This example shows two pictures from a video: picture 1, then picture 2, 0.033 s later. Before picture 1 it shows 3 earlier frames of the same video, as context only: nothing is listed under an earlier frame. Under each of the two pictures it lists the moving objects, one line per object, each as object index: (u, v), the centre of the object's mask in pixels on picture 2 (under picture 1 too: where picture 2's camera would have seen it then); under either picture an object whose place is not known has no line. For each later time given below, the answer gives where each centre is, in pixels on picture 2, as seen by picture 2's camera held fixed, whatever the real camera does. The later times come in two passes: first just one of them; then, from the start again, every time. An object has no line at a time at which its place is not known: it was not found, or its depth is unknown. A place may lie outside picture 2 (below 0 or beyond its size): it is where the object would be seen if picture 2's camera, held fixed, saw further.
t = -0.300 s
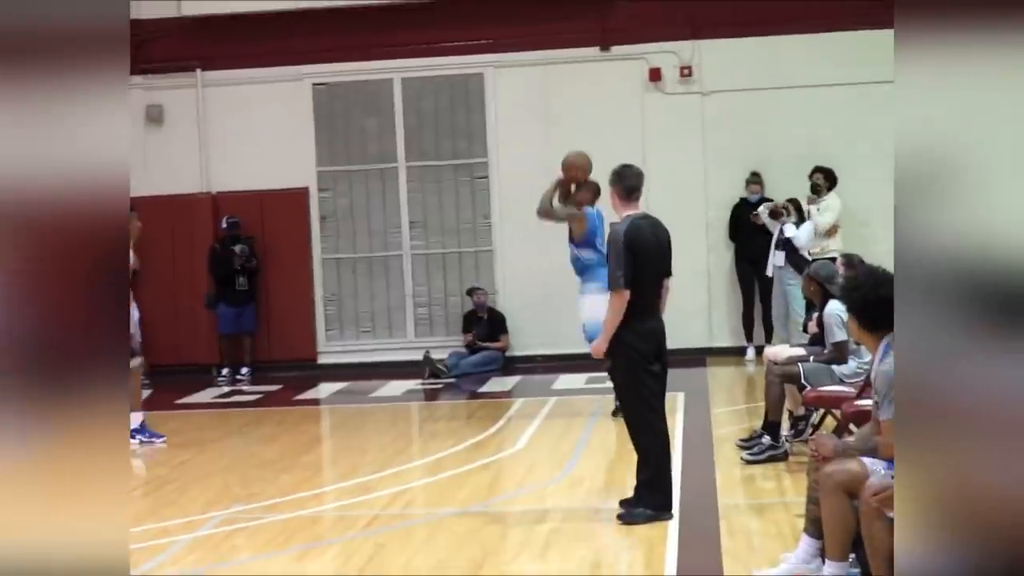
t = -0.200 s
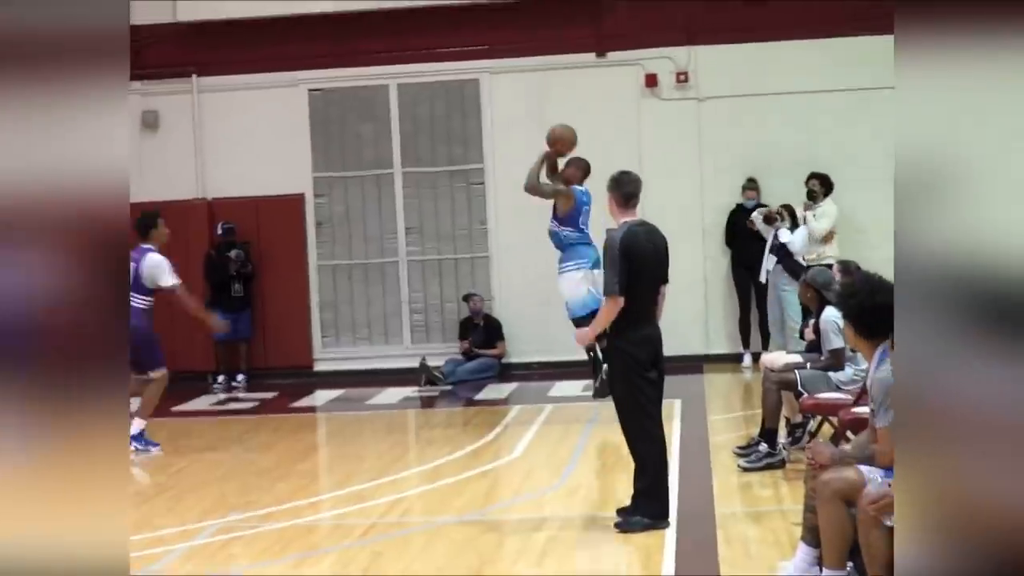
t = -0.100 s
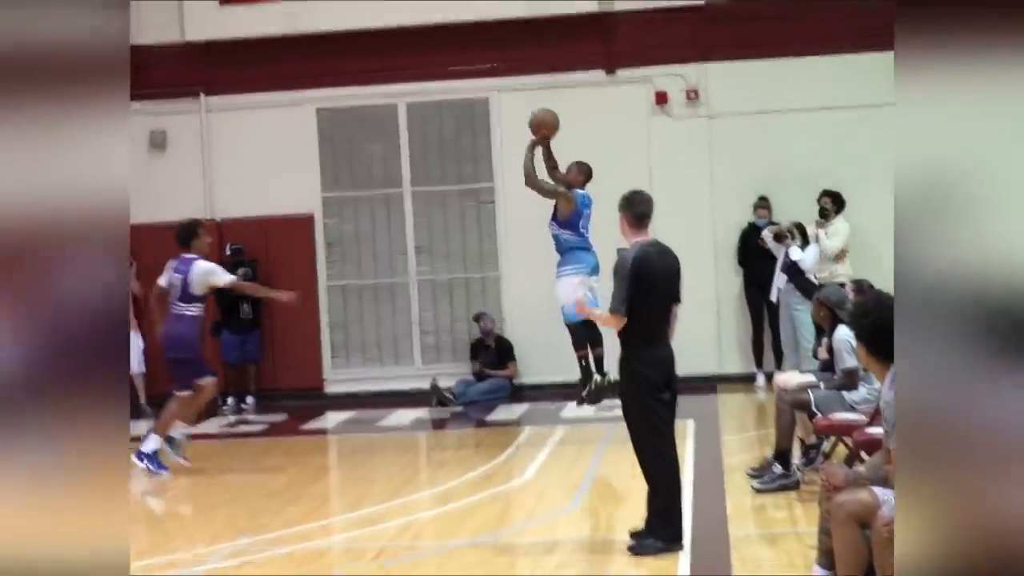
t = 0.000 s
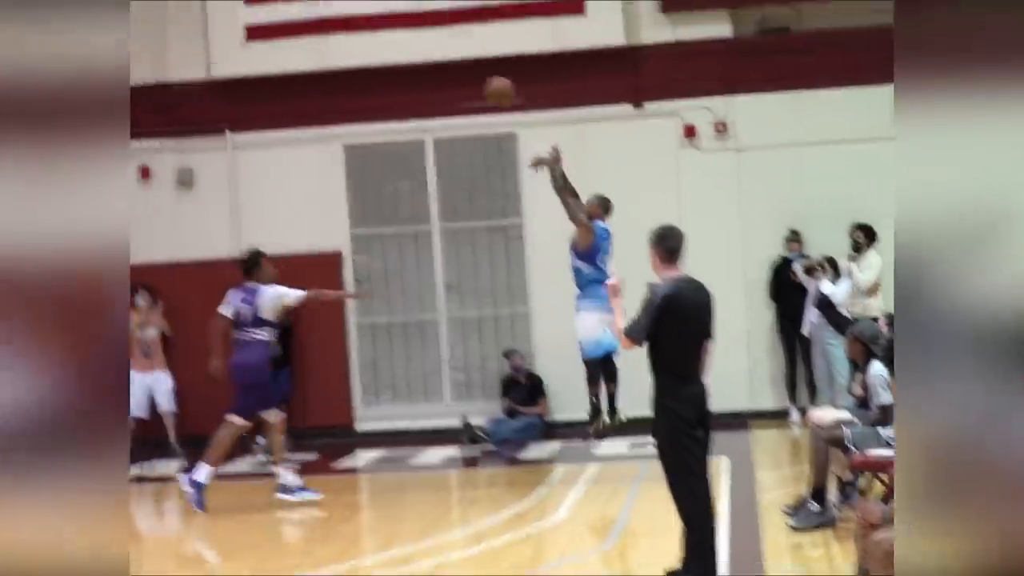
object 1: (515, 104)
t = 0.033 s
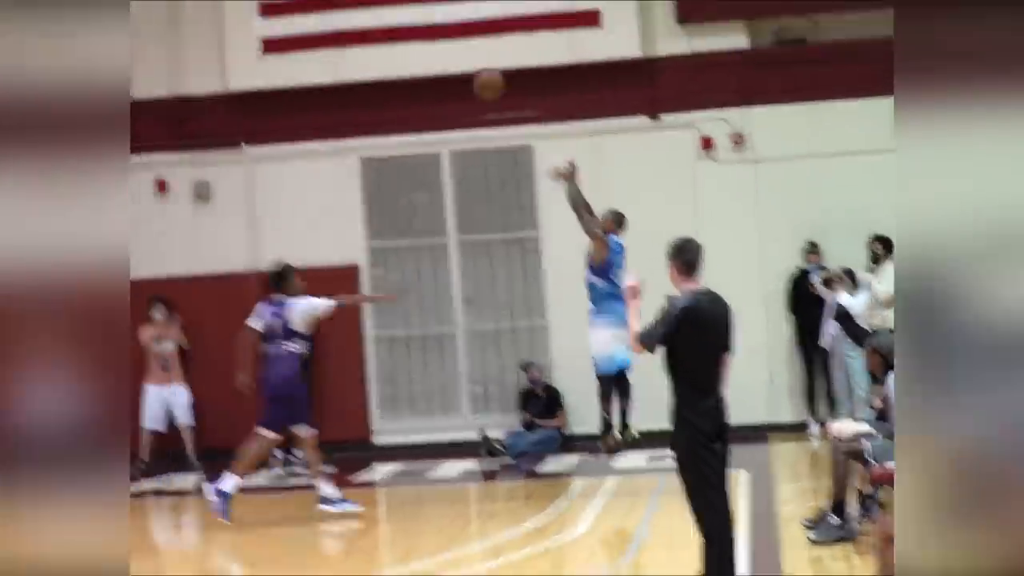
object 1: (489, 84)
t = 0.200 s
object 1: (356, -3)
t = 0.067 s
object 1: (462, 64)
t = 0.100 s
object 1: (436, 46)
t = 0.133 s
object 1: (410, 28)
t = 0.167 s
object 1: (383, 11)
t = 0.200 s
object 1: (356, -3)
